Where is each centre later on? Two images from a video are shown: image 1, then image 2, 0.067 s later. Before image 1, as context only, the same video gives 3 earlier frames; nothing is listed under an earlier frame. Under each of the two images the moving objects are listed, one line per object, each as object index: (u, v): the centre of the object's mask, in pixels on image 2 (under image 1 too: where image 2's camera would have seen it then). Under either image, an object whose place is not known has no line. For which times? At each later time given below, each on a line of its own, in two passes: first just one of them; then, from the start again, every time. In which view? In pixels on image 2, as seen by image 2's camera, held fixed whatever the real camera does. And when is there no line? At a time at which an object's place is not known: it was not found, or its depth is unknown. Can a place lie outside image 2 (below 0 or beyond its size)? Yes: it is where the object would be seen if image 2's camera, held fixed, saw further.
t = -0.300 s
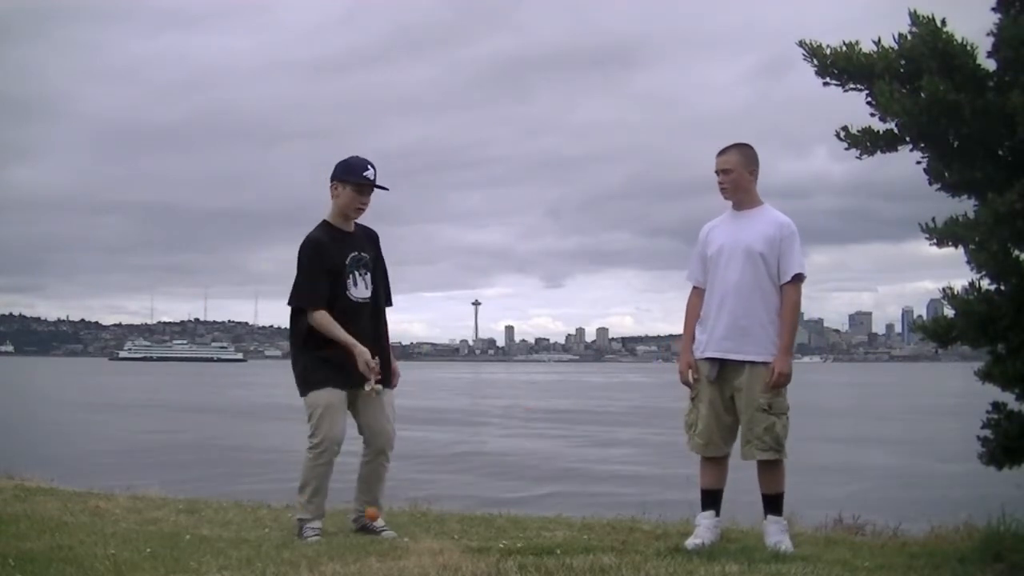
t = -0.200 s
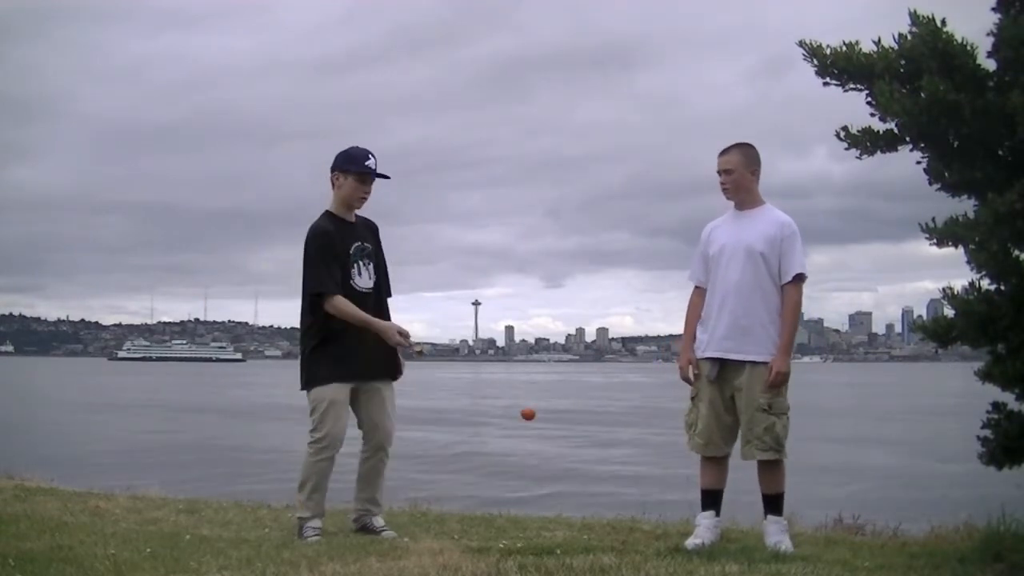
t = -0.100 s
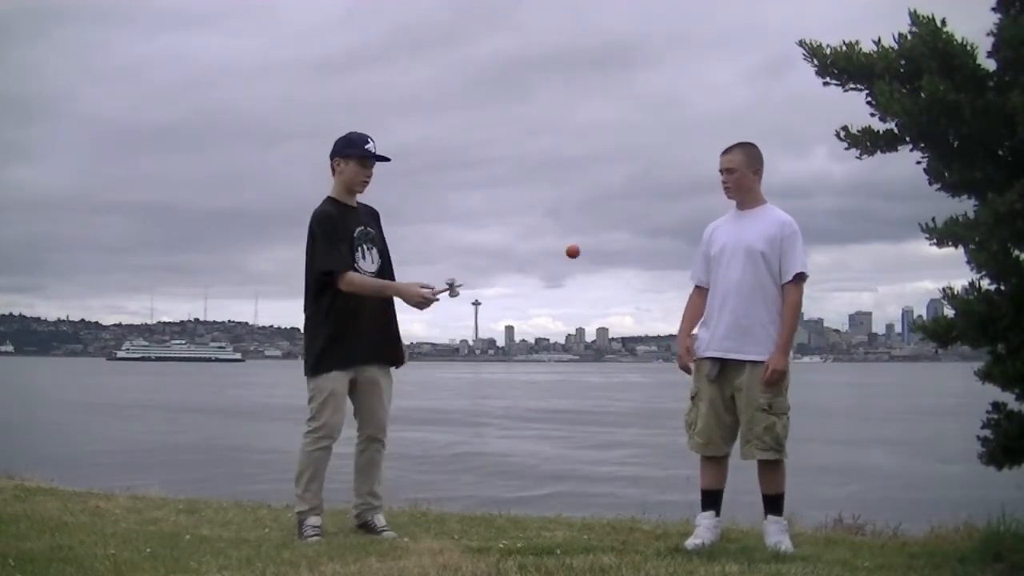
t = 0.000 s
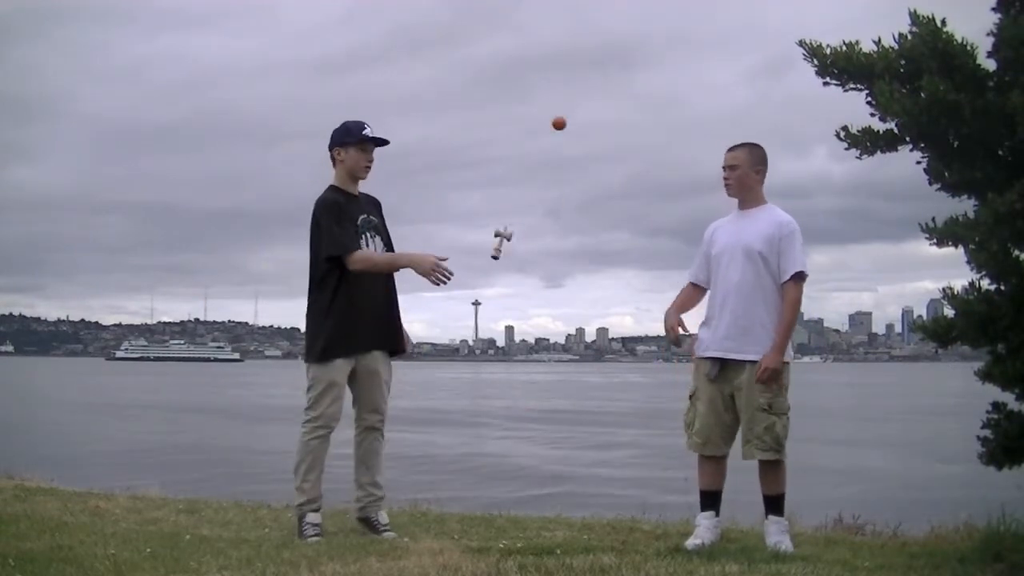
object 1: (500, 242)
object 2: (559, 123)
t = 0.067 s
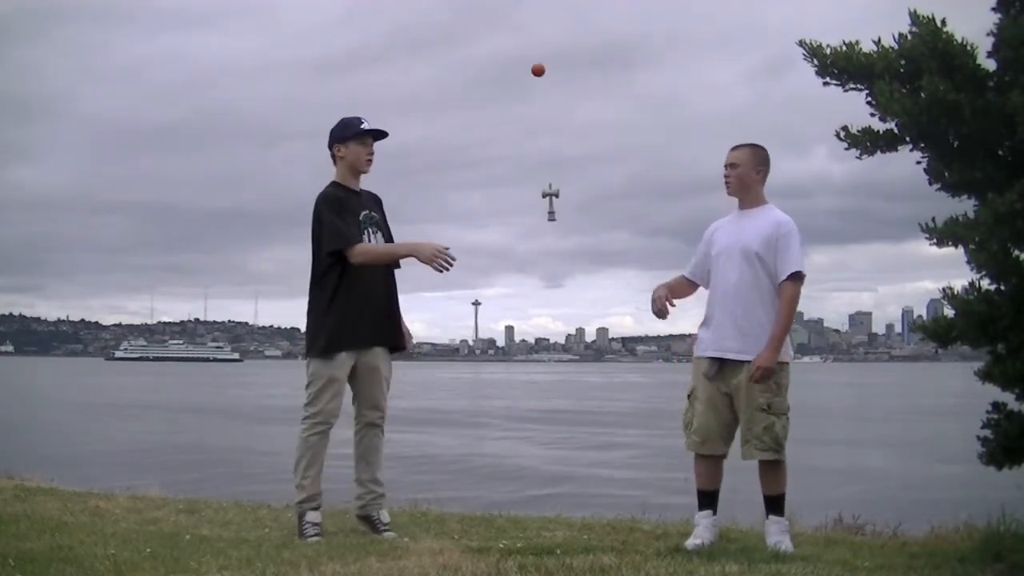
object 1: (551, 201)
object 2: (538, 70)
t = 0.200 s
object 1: (632, 97)
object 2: (509, 45)
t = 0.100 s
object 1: (575, 177)
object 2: (527, 54)
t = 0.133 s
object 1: (597, 151)
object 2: (518, 45)
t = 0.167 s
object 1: (616, 123)
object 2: (512, 43)
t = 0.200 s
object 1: (632, 97)
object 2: (509, 45)
